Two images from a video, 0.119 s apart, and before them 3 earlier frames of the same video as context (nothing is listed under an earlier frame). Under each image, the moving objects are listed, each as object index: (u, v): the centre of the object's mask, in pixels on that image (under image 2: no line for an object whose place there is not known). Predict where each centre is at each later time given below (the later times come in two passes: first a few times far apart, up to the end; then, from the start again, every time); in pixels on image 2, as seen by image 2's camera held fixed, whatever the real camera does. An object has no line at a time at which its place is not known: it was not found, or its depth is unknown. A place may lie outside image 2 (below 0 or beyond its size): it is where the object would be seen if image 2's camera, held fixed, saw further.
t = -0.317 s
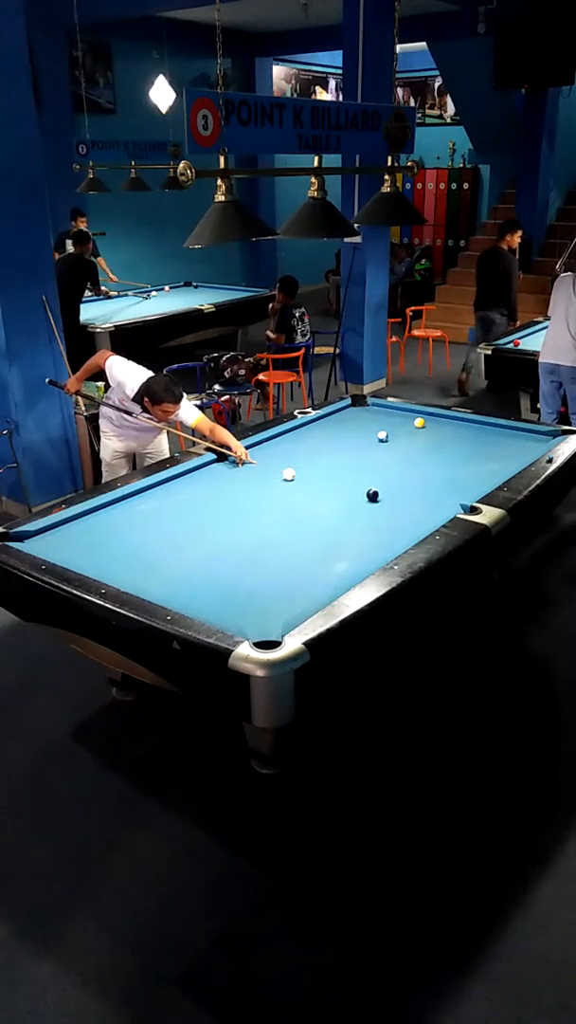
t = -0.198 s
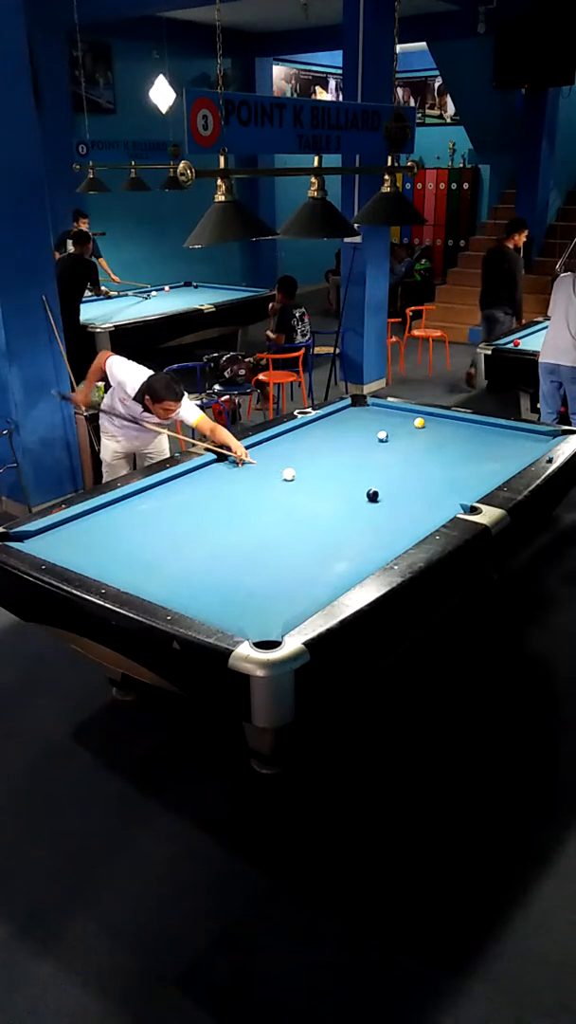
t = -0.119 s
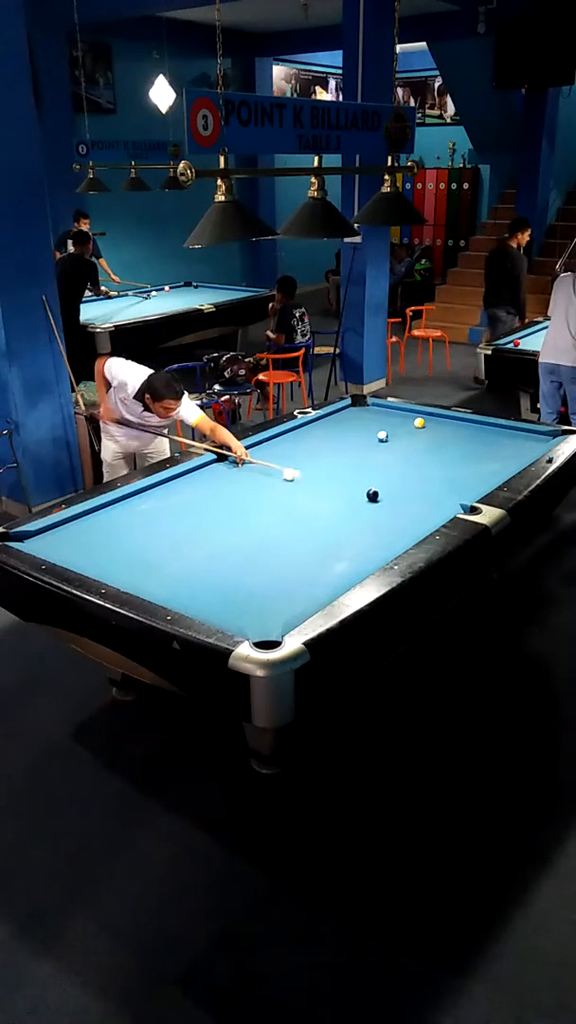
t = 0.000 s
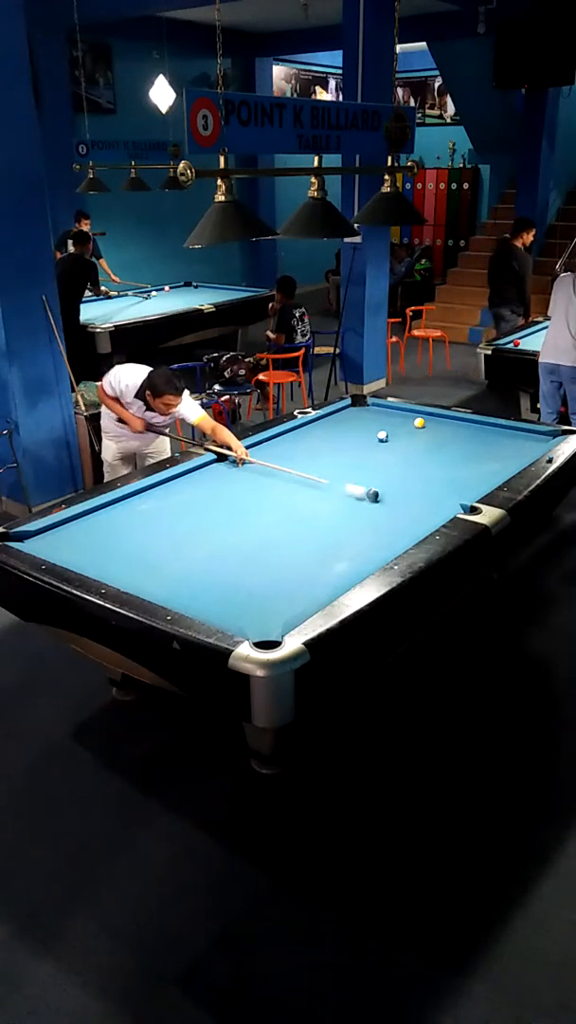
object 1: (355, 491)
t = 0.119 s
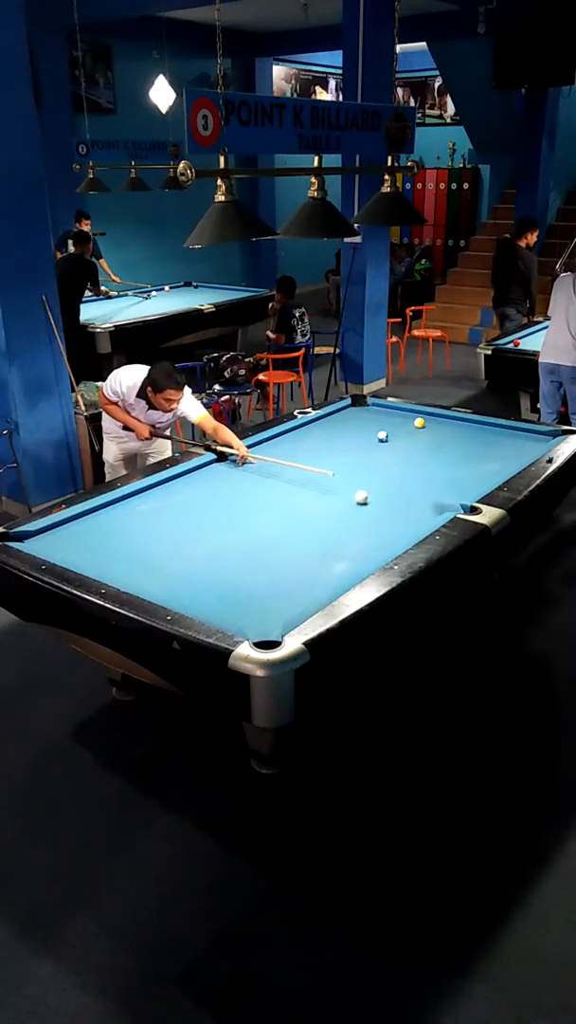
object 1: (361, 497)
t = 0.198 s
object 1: (367, 501)
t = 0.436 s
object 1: (403, 518)
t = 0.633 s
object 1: (415, 520)
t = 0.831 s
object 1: (404, 511)
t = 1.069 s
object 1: (392, 501)
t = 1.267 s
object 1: (383, 493)
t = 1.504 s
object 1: (374, 485)
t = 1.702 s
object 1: (366, 479)
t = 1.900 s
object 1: (359, 473)
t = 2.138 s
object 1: (351, 466)
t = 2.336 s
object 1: (346, 461)
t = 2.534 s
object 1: (341, 457)
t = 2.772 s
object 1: (335, 452)
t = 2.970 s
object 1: (330, 448)
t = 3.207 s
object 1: (325, 444)
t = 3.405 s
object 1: (321, 441)
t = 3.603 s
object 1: (318, 438)
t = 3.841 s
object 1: (314, 434)
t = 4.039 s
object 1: (312, 432)
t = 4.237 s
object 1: (309, 429)
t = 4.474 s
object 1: (307, 427)
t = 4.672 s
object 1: (305, 425)
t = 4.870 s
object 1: (309, 425)
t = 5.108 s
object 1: (313, 425)
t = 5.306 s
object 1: (315, 425)
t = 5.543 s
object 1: (318, 424)
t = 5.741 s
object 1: (319, 424)
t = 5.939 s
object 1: (319, 424)
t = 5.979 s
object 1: (319, 424)
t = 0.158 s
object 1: (363, 499)
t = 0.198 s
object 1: (367, 501)
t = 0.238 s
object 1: (371, 503)
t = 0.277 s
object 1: (377, 506)
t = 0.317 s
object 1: (384, 509)
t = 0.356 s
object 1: (390, 512)
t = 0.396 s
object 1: (396, 515)
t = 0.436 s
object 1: (403, 518)
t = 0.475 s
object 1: (410, 521)
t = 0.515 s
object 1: (416, 523)
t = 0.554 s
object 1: (419, 523)
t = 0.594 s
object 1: (417, 522)
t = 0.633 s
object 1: (415, 520)
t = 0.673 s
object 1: (412, 519)
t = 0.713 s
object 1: (410, 517)
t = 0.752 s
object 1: (408, 515)
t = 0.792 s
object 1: (406, 513)
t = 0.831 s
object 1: (404, 511)
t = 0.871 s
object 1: (402, 509)
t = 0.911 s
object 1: (400, 508)
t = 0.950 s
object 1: (398, 506)
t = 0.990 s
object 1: (396, 504)
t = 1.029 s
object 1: (394, 503)
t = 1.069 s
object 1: (392, 501)
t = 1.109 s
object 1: (390, 500)
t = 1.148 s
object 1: (389, 498)
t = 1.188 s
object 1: (387, 496)
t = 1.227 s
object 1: (385, 495)
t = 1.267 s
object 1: (383, 493)
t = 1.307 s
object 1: (382, 492)
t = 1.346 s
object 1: (380, 490)
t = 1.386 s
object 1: (378, 489)
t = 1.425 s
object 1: (376, 488)
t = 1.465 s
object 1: (375, 486)
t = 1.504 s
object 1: (374, 485)
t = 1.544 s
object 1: (372, 484)
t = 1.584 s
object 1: (370, 482)
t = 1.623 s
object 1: (369, 481)
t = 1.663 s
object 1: (367, 480)
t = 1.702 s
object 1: (366, 479)
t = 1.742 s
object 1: (365, 477)
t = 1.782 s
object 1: (363, 476)
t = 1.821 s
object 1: (362, 475)
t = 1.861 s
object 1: (361, 474)
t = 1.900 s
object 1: (359, 473)
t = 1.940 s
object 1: (358, 471)
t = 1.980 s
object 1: (356, 470)
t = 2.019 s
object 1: (355, 469)
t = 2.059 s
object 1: (354, 468)
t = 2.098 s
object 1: (352, 467)
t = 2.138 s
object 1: (351, 466)
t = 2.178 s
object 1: (350, 465)
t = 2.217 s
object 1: (349, 464)
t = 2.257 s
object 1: (348, 463)
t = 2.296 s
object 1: (347, 462)
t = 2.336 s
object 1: (346, 461)
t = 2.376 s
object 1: (344, 460)
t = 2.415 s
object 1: (343, 459)
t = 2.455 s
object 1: (342, 458)
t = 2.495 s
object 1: (341, 458)
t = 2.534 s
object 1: (341, 457)
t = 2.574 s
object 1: (339, 456)
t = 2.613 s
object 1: (338, 455)
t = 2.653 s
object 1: (337, 454)
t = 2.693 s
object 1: (336, 453)
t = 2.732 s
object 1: (335, 453)
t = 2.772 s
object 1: (335, 452)
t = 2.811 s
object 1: (333, 451)
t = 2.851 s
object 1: (332, 450)
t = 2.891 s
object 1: (332, 449)
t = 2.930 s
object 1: (331, 449)
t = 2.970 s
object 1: (330, 448)
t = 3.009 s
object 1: (329, 447)
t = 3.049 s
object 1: (328, 446)
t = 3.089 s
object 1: (327, 446)
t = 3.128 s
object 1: (326, 445)
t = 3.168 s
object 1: (325, 444)
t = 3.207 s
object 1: (325, 444)
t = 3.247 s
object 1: (324, 443)
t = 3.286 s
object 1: (323, 442)
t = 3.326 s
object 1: (322, 442)
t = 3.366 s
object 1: (322, 441)
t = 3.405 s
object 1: (321, 441)
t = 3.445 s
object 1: (320, 440)
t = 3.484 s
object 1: (320, 439)
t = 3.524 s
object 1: (319, 439)
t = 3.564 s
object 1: (318, 438)
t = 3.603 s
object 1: (318, 438)
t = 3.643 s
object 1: (317, 437)
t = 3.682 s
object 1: (317, 436)
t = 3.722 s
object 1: (316, 436)
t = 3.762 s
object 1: (315, 435)
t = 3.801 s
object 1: (315, 435)
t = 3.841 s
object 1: (314, 434)
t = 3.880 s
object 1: (314, 434)
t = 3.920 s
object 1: (313, 433)
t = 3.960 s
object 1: (313, 433)
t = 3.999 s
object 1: (312, 432)
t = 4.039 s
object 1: (312, 432)
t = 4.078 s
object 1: (311, 431)
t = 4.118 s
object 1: (311, 431)
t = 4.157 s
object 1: (310, 430)
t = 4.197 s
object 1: (310, 430)
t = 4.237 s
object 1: (309, 429)
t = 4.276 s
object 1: (309, 429)
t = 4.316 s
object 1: (308, 428)
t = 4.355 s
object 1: (308, 428)
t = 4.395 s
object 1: (308, 427)
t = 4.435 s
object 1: (307, 427)
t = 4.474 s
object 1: (307, 427)
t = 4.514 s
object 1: (306, 426)
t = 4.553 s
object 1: (306, 426)
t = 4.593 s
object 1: (306, 425)
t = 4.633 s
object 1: (305, 425)
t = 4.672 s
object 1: (305, 425)
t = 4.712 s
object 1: (306, 425)
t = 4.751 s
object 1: (307, 425)
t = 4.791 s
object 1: (308, 425)
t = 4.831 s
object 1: (308, 425)
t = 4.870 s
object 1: (309, 425)
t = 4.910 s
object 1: (310, 425)
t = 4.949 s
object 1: (310, 425)
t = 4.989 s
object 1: (311, 425)
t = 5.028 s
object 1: (311, 425)
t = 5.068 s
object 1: (312, 425)
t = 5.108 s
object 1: (313, 425)
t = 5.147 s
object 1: (313, 425)
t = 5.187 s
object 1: (314, 425)
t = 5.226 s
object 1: (314, 425)
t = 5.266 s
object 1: (315, 425)
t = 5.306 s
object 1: (315, 425)
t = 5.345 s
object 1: (316, 425)
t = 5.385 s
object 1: (316, 425)
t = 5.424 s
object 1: (317, 424)
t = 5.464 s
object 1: (317, 424)
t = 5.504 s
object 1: (317, 424)
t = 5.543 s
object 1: (318, 424)
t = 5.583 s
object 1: (318, 425)
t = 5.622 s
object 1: (318, 424)
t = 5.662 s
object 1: (319, 424)
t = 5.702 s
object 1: (319, 424)
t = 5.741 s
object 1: (319, 424)
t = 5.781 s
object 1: (319, 424)
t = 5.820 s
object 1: (319, 424)
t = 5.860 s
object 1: (319, 424)
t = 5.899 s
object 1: (319, 424)
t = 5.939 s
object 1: (319, 424)
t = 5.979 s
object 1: (319, 424)
